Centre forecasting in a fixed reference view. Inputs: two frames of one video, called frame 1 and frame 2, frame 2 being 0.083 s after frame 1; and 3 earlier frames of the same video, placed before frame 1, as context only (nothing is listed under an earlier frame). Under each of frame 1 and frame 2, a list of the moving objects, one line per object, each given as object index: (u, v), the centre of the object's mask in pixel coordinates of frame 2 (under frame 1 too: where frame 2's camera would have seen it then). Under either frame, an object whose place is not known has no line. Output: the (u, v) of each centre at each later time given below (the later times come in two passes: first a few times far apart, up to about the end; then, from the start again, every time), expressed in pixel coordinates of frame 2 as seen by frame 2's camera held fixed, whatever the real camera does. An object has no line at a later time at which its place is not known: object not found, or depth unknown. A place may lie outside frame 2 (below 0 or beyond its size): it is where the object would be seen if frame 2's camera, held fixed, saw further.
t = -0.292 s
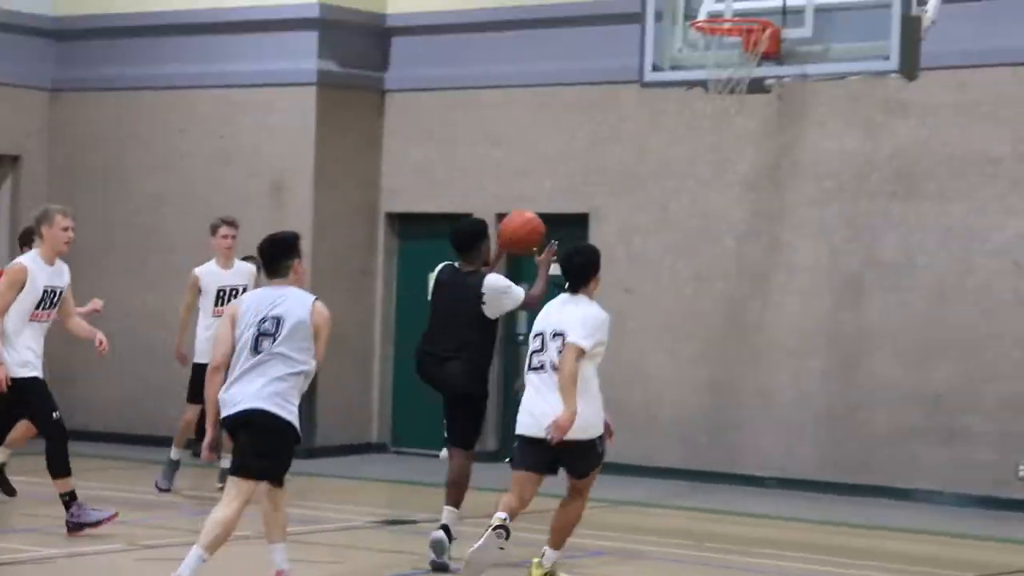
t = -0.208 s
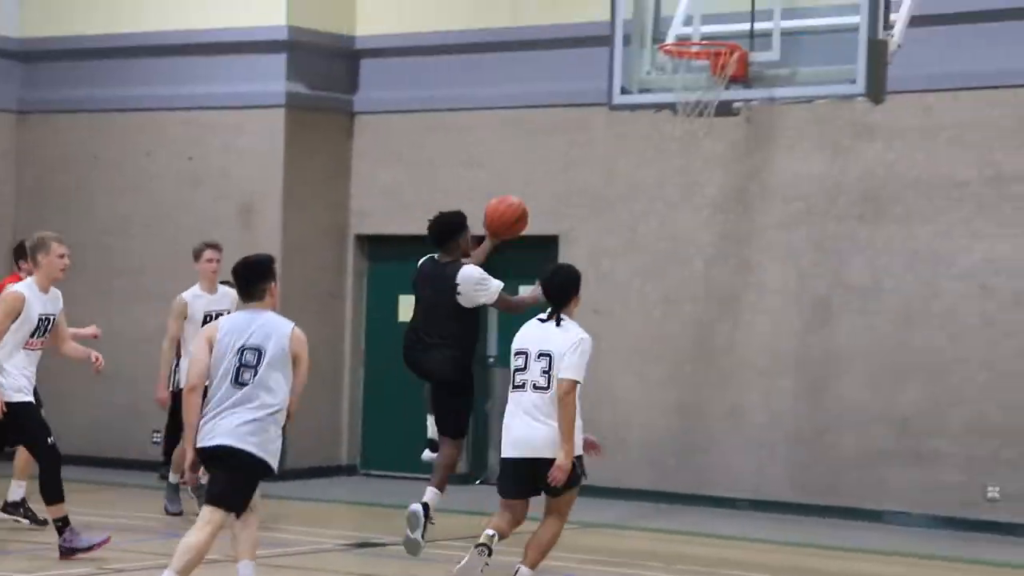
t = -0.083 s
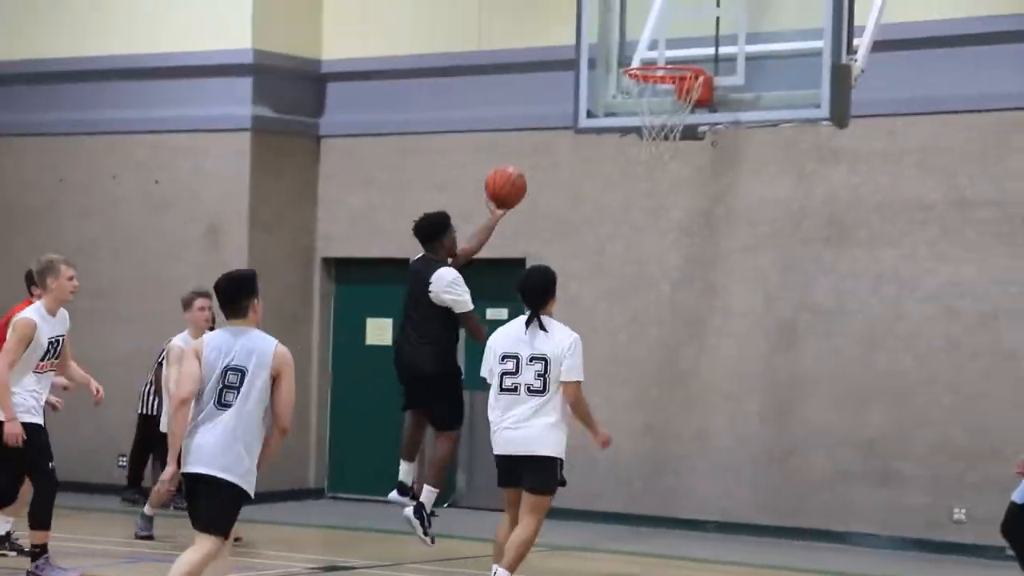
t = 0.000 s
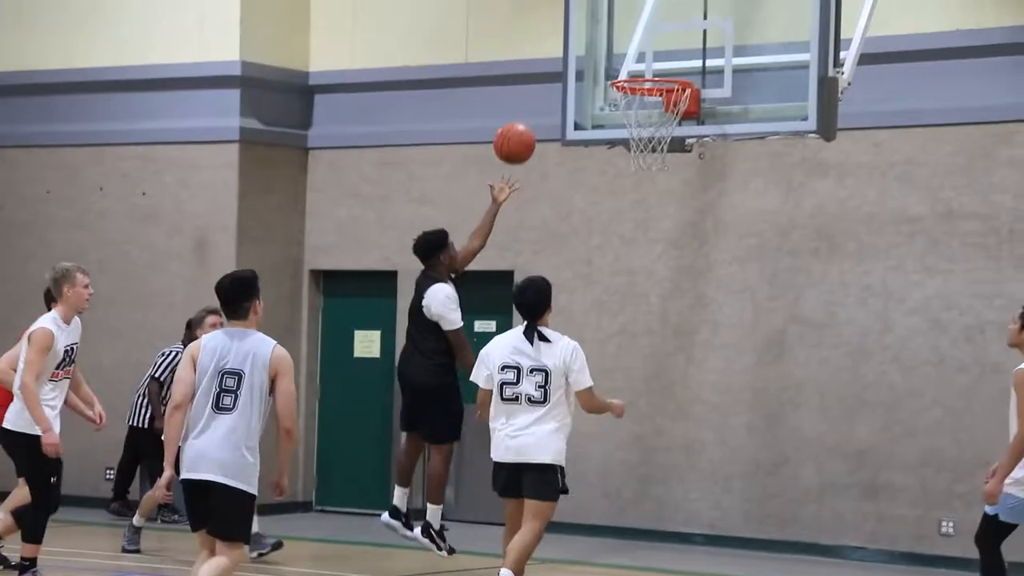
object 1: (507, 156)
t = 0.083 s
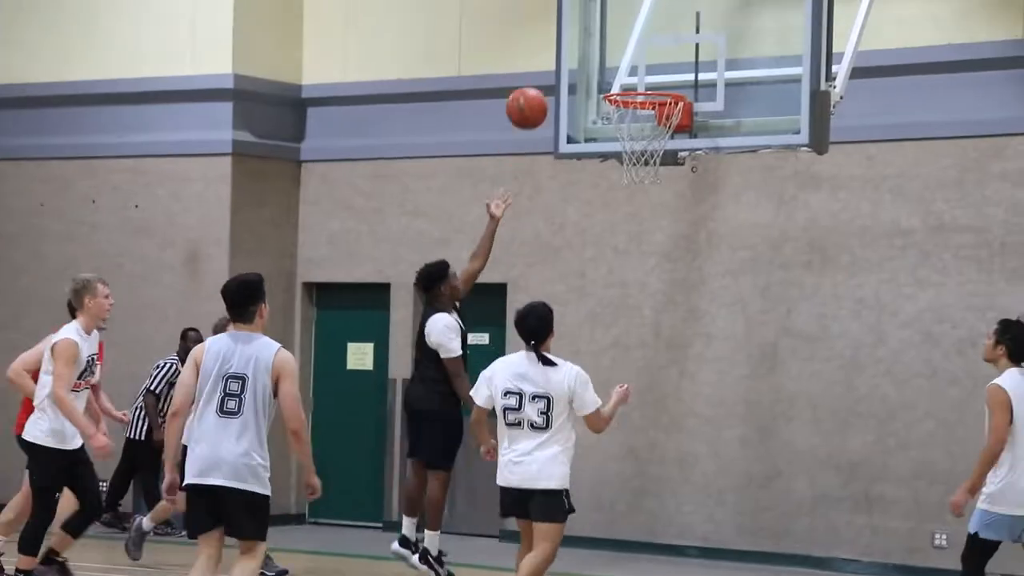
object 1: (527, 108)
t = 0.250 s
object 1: (564, 49)
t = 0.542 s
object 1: (623, 57)
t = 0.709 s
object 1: (647, 113)
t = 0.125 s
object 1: (535, 89)
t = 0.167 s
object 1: (545, 73)
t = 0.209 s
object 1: (555, 59)
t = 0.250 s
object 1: (564, 49)
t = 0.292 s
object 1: (573, 41)
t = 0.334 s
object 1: (581, 37)
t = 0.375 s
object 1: (590, 35)
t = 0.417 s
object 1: (599, 36)
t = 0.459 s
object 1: (607, 40)
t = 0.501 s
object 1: (615, 48)
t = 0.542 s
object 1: (623, 57)
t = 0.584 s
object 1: (631, 70)
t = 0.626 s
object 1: (639, 80)
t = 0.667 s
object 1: (646, 106)
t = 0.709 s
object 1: (647, 113)
